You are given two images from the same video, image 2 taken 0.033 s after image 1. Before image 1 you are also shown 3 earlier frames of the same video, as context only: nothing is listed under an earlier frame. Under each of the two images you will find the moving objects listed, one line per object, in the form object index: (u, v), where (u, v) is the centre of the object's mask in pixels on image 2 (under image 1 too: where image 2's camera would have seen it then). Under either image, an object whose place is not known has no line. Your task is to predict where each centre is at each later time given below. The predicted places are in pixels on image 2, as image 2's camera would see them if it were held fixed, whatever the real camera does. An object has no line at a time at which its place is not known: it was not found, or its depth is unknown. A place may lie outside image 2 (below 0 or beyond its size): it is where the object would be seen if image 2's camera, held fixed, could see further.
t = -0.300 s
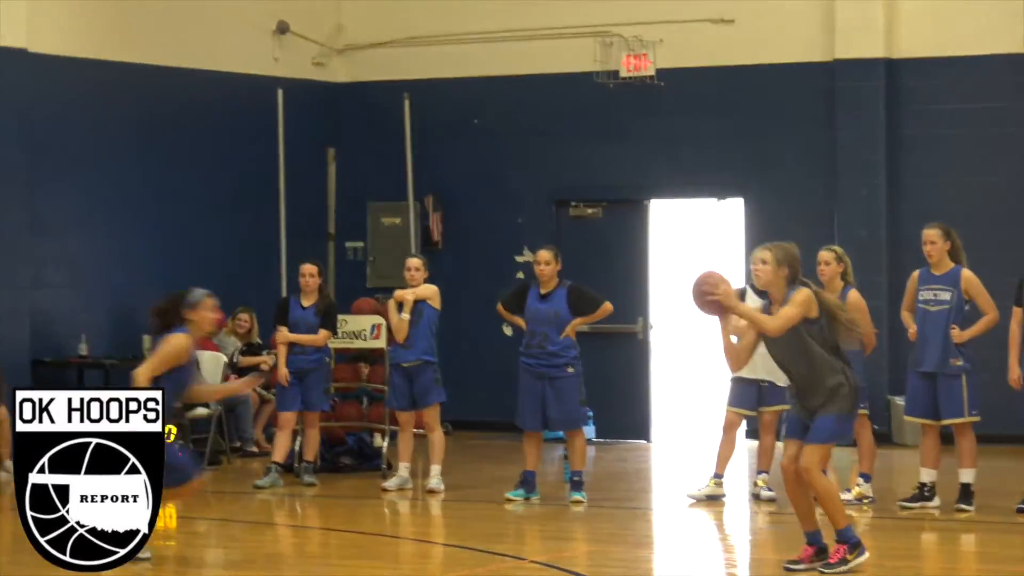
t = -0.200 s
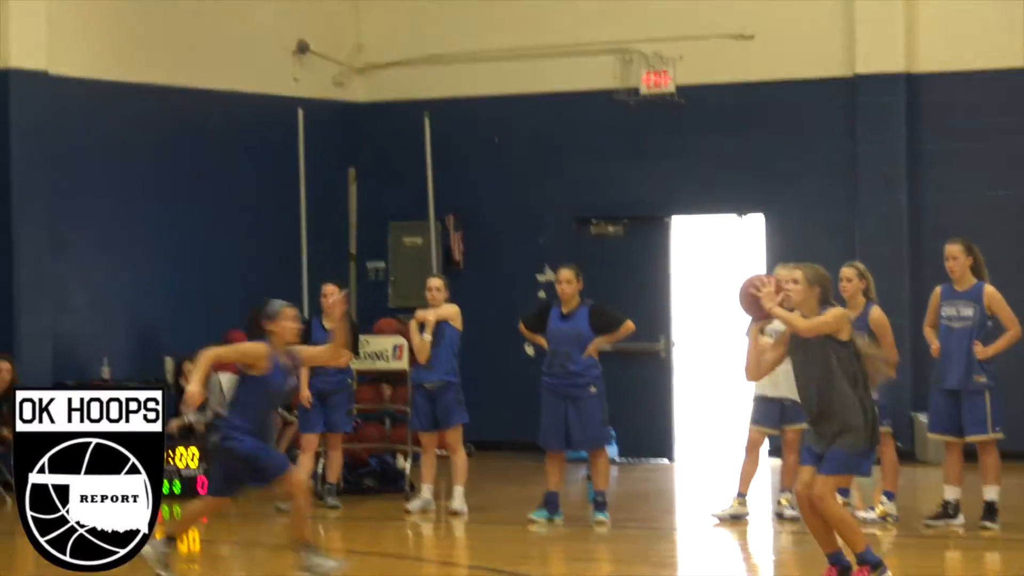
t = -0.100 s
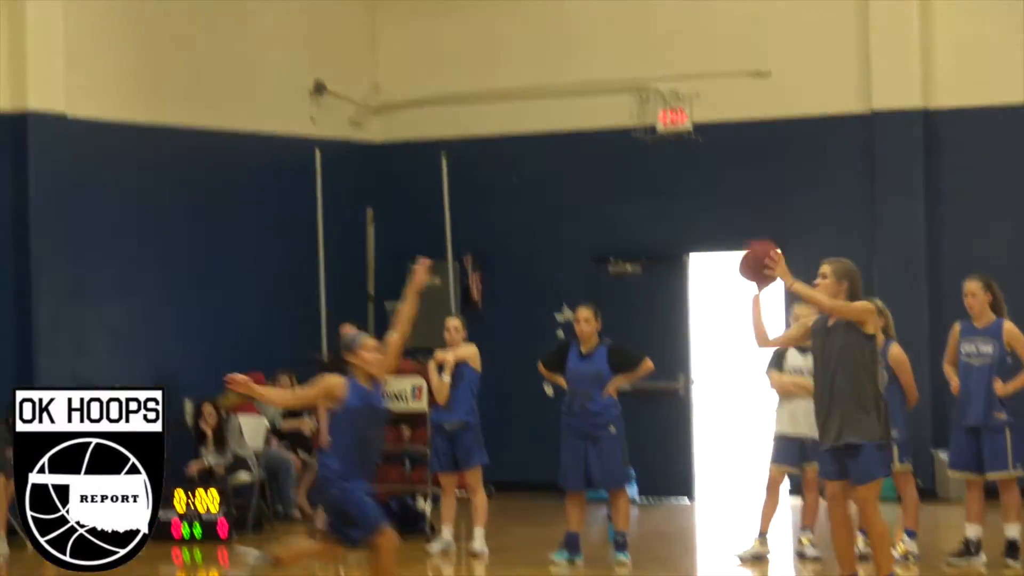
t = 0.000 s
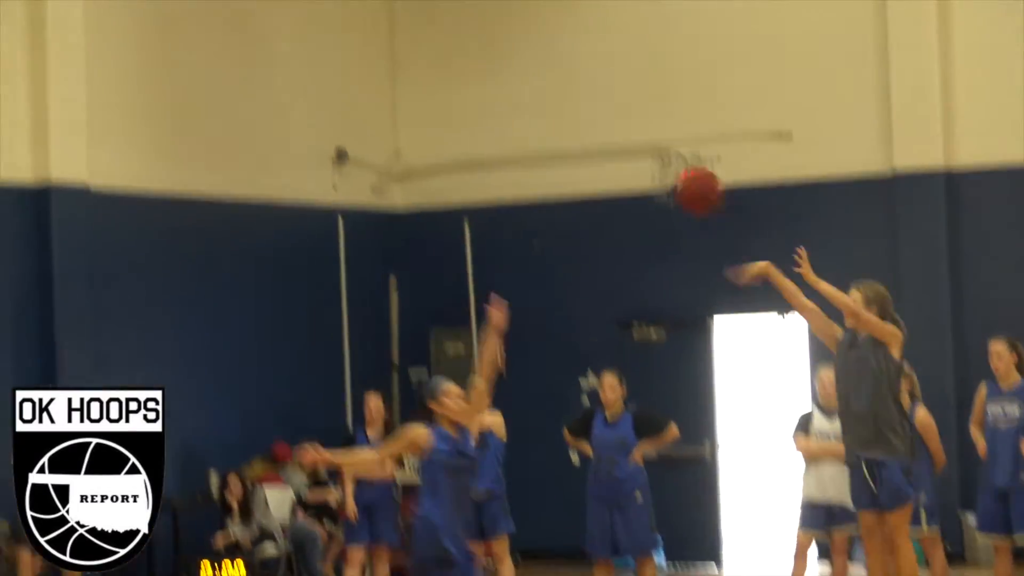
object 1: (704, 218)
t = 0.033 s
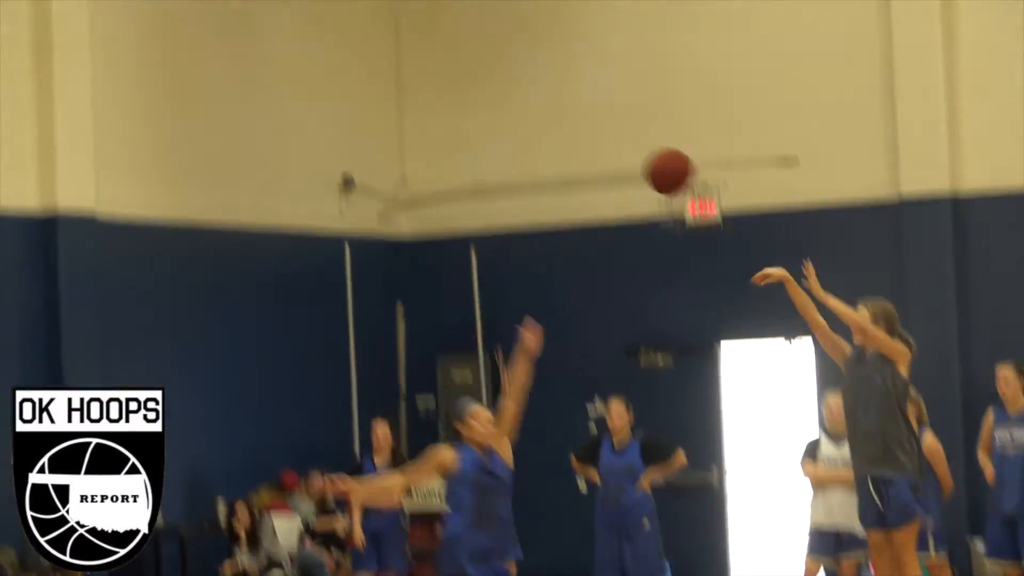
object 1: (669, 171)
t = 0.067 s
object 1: (634, 128)
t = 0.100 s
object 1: (600, 87)
